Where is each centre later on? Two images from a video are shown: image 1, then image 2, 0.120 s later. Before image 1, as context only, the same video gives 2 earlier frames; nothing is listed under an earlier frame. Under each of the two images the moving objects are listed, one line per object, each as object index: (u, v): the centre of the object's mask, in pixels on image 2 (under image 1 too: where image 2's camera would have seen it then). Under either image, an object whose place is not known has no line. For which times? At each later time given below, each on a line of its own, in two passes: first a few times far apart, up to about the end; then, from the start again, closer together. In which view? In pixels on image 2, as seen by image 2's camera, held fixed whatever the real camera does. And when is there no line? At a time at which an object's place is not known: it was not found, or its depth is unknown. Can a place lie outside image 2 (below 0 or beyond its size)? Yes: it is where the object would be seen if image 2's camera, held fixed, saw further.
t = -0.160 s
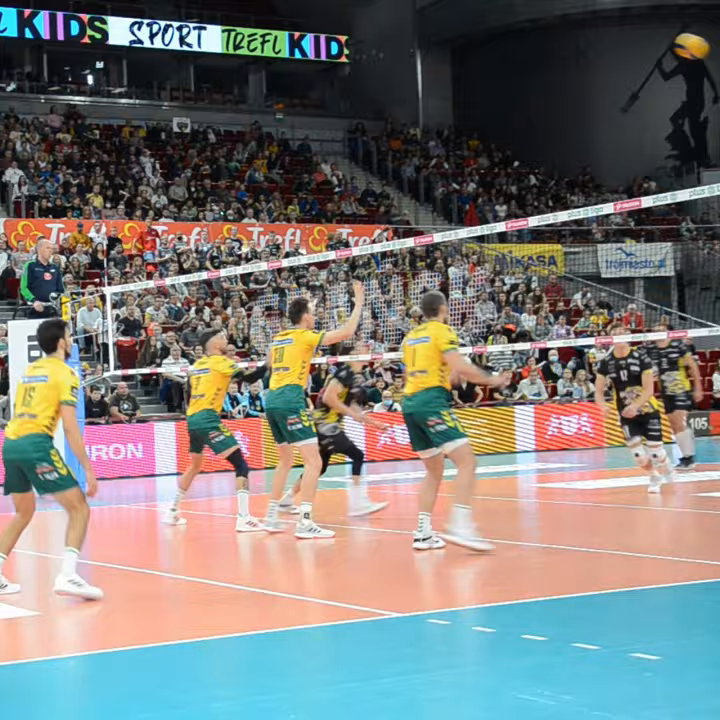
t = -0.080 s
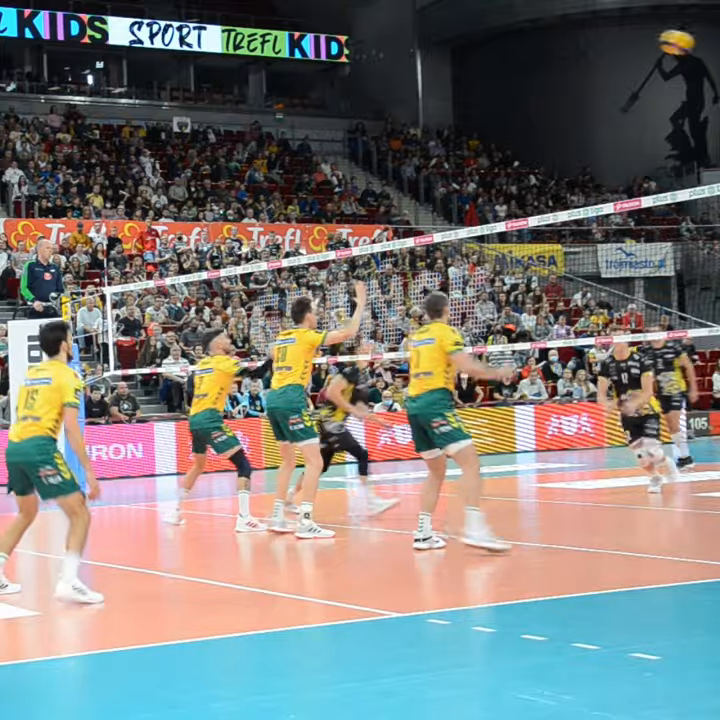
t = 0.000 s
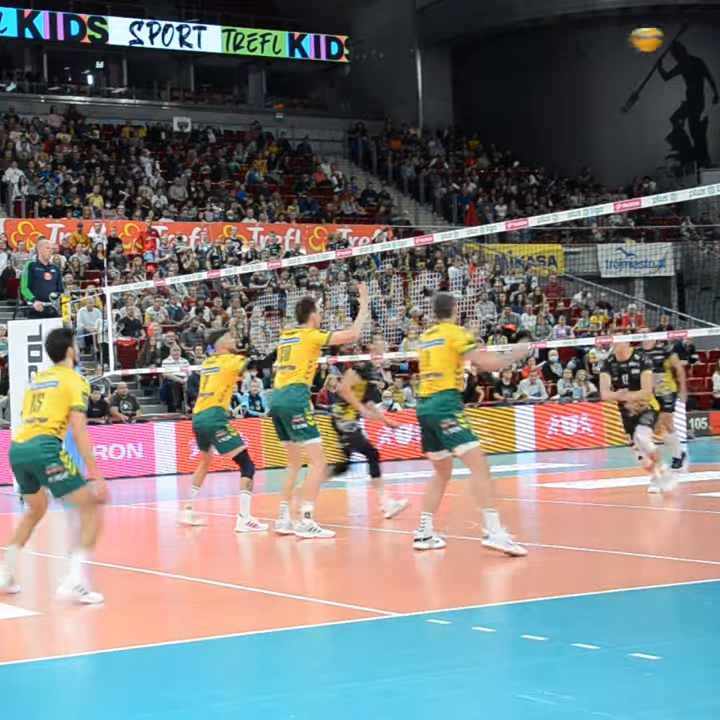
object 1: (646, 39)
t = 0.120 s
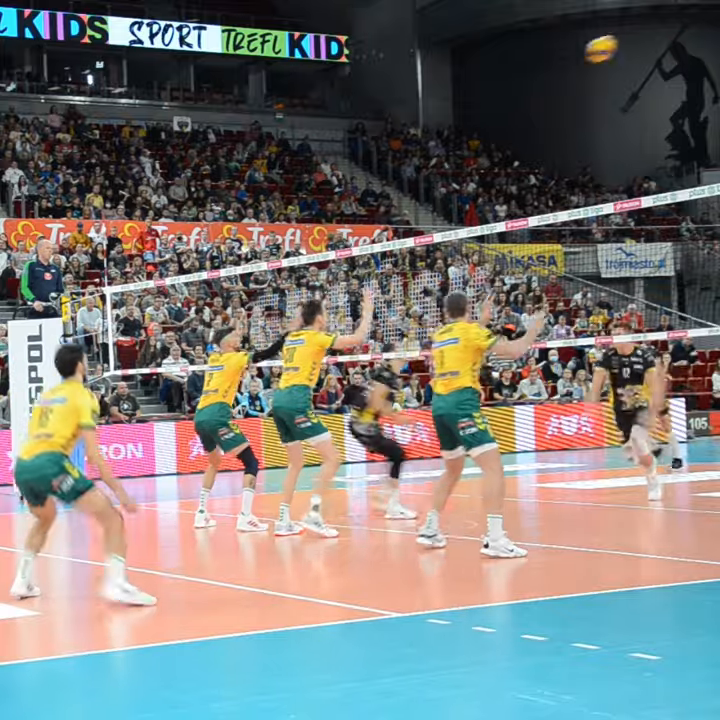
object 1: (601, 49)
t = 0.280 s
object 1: (544, 87)
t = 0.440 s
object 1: (489, 153)
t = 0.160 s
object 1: (586, 56)
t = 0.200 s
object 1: (572, 64)
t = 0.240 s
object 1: (558, 74)
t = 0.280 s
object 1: (544, 87)
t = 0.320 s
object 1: (530, 101)
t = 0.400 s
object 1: (503, 134)
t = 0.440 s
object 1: (489, 153)
